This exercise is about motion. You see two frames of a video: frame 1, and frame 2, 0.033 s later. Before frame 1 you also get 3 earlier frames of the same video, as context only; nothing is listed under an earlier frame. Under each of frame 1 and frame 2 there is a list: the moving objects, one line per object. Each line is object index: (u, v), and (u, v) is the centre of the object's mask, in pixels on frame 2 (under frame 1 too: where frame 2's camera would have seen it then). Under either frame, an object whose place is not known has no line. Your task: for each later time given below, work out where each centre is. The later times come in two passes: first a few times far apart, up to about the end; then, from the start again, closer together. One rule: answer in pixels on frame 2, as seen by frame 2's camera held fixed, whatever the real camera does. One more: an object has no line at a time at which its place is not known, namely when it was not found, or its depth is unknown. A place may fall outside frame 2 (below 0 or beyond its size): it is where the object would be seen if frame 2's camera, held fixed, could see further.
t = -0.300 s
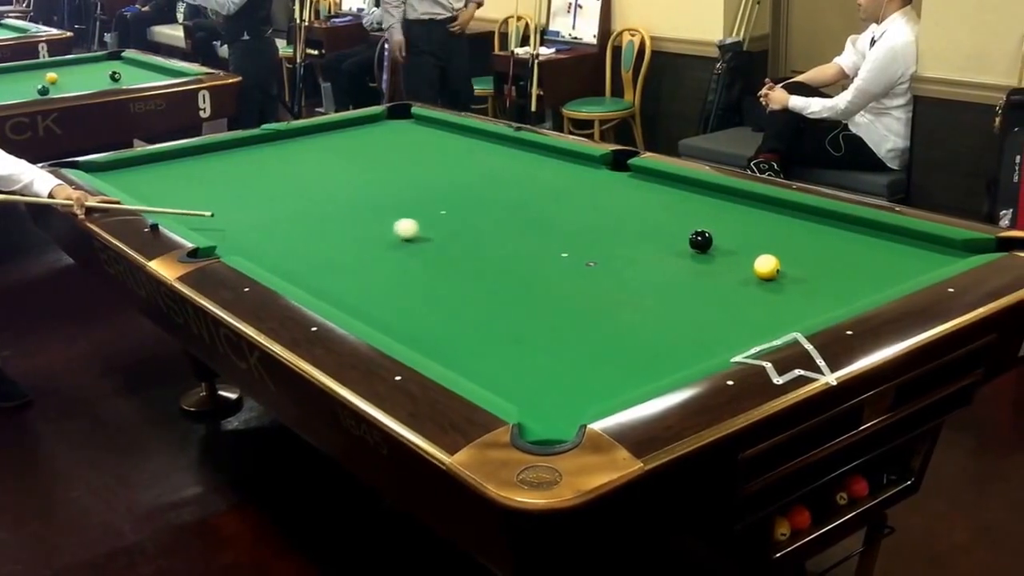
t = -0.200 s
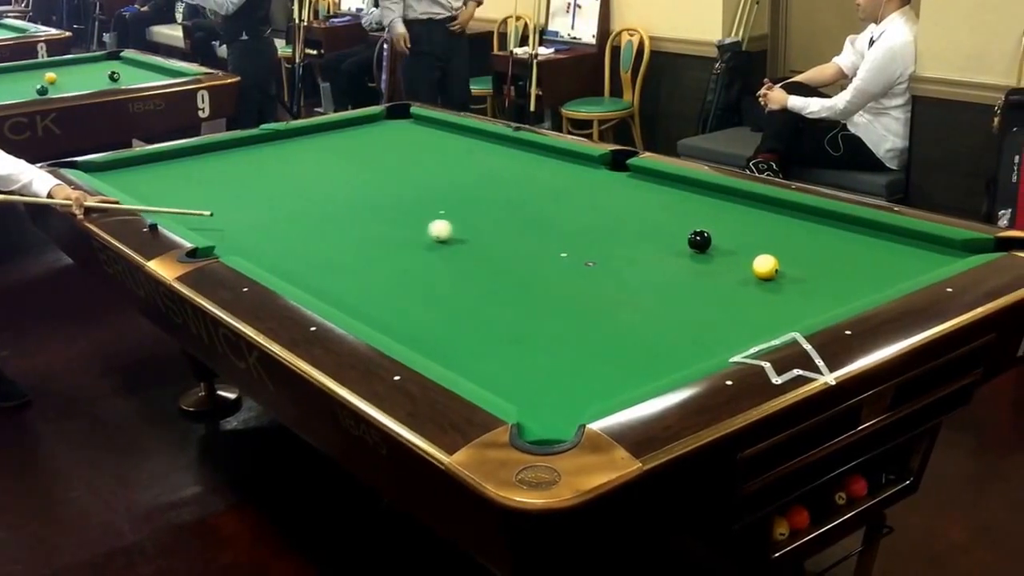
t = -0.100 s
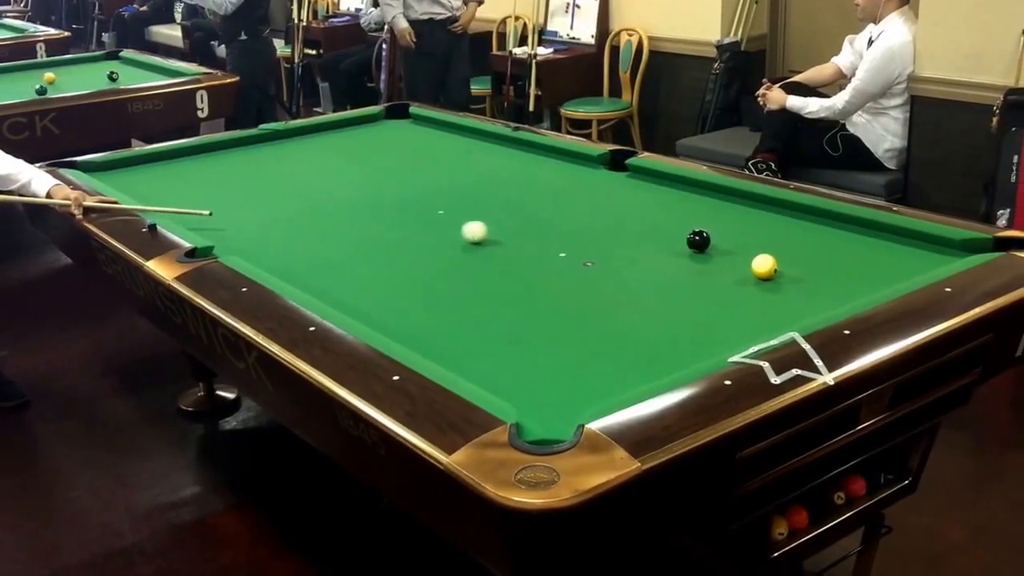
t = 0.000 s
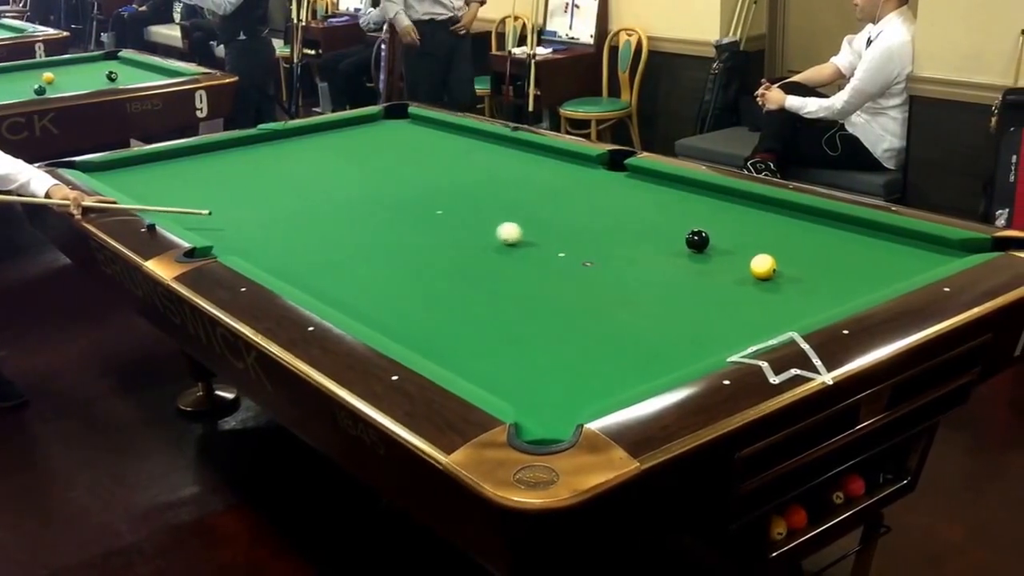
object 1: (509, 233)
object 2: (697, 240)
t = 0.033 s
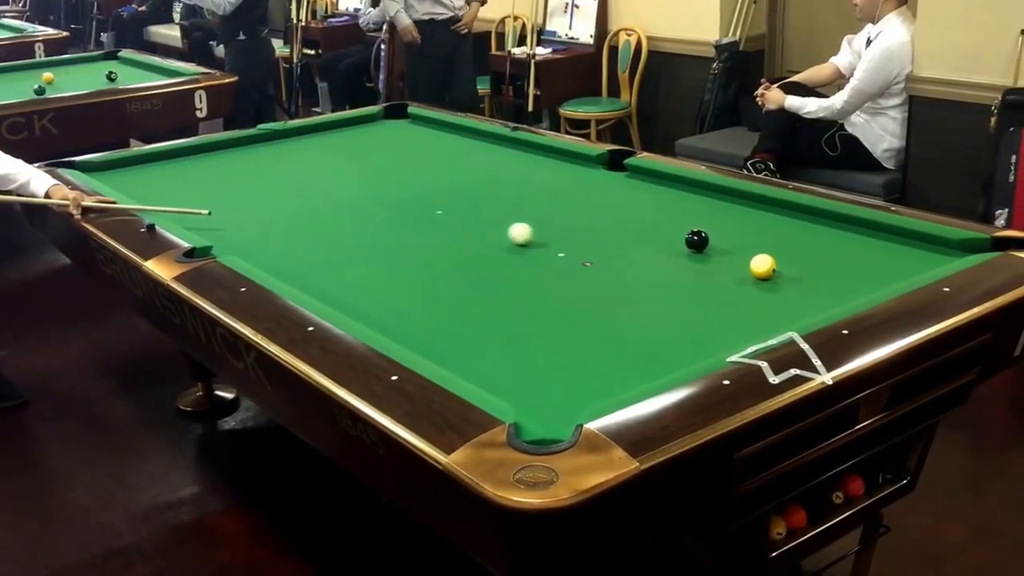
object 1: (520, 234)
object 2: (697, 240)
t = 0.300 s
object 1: (617, 237)
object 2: (697, 240)
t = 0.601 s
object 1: (679, 240)
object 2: (738, 241)
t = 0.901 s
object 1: (693, 242)
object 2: (802, 243)
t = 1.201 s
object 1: (705, 243)
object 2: (864, 245)
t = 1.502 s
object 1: (715, 244)
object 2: (925, 247)
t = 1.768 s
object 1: (719, 245)
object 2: (976, 245)
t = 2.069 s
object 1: (721, 246)
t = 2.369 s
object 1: (721, 246)
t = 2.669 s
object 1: (722, 246)
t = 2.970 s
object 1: (722, 246)
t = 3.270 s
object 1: (722, 246)
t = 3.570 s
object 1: (722, 246)
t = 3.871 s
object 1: (721, 246)
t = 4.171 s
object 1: (721, 246)
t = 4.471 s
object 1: (721, 246)
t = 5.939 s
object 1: (721, 247)
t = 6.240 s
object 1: (721, 247)
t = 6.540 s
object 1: (721, 247)
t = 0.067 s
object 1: (533, 234)
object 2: (697, 240)
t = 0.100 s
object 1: (544, 235)
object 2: (697, 240)
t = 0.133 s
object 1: (557, 235)
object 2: (697, 240)
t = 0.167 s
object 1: (569, 235)
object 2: (697, 240)
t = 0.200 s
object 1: (581, 236)
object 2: (697, 240)
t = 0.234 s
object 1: (593, 237)
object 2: (697, 240)
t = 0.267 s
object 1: (605, 237)
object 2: (697, 240)
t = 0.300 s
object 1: (617, 237)
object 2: (697, 240)
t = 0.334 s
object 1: (630, 238)
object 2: (697, 240)
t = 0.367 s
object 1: (642, 238)
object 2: (697, 240)
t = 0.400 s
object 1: (654, 239)
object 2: (697, 240)
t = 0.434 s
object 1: (667, 239)
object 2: (697, 240)
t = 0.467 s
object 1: (673, 239)
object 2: (703, 240)
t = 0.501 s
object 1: (674, 240)
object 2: (714, 241)
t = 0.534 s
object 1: (675, 240)
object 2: (723, 241)
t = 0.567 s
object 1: (677, 240)
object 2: (730, 241)
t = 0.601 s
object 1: (679, 240)
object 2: (738, 241)
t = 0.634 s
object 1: (681, 241)
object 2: (745, 242)
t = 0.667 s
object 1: (682, 241)
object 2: (752, 242)
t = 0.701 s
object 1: (684, 241)
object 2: (759, 242)
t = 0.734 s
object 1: (686, 241)
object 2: (766, 242)
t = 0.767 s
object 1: (687, 241)
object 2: (774, 242)
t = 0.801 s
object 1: (689, 241)
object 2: (781, 243)
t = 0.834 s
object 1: (691, 241)
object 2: (788, 243)
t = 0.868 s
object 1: (692, 242)
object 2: (795, 243)
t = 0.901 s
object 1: (693, 242)
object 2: (802, 243)
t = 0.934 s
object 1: (695, 242)
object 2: (809, 243)
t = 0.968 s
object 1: (697, 242)
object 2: (816, 244)
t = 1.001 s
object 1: (698, 242)
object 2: (823, 244)
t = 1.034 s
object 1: (699, 242)
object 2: (830, 244)
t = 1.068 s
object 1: (701, 243)
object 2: (837, 244)
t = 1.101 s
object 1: (702, 243)
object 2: (843, 244)
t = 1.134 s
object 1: (703, 243)
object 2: (851, 245)
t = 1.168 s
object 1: (704, 243)
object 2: (857, 245)
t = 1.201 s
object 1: (705, 243)
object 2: (864, 245)
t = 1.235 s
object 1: (707, 243)
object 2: (871, 245)
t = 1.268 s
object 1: (708, 243)
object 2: (878, 245)
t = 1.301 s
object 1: (709, 243)
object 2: (885, 246)
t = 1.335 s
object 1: (710, 243)
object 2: (891, 246)
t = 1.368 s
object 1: (711, 244)
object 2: (898, 246)
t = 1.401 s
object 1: (712, 244)
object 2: (905, 246)
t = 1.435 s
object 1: (713, 244)
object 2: (911, 246)
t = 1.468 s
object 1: (714, 244)
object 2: (918, 247)
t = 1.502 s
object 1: (715, 244)
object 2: (925, 247)
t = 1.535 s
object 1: (715, 244)
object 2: (932, 247)
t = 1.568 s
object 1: (716, 244)
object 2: (938, 247)
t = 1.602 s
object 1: (717, 244)
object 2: (945, 248)
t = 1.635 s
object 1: (717, 245)
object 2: (950, 247)
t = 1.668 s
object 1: (718, 245)
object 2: (957, 247)
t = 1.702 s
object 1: (719, 245)
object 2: (963, 246)
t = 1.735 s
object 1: (719, 245)
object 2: (970, 246)
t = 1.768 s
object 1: (719, 245)
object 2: (976, 245)
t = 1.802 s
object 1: (720, 245)
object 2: (983, 245)
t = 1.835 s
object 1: (720, 245)
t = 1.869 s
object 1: (720, 245)
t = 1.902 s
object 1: (721, 245)
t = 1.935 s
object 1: (721, 245)
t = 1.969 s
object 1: (721, 246)
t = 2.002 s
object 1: (721, 246)
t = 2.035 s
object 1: (721, 246)
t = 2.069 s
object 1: (721, 246)
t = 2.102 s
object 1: (721, 246)
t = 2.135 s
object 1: (721, 246)
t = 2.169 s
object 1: (721, 245)
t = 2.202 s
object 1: (722, 246)
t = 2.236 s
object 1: (722, 245)
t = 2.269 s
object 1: (722, 246)
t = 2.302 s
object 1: (721, 246)
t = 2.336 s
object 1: (722, 246)
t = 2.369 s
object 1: (721, 246)
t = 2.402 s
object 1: (722, 246)
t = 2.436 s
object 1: (722, 246)
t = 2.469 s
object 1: (722, 246)
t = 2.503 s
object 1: (722, 246)
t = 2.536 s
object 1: (722, 246)
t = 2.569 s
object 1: (722, 246)
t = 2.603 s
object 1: (722, 246)
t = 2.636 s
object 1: (722, 246)
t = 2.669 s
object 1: (722, 246)
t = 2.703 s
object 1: (722, 246)
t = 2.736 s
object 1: (722, 246)
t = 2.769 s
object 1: (722, 246)
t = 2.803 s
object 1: (722, 246)
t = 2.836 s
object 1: (722, 246)
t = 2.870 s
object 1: (722, 246)
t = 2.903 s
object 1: (722, 246)
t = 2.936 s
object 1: (722, 246)
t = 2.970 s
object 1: (722, 246)
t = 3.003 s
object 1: (722, 246)
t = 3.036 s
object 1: (722, 246)
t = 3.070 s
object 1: (722, 246)
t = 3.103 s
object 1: (722, 246)
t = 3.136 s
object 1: (722, 246)
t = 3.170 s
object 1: (722, 246)
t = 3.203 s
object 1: (722, 246)
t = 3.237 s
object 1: (722, 246)
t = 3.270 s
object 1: (722, 246)
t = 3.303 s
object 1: (721, 246)
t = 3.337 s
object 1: (721, 246)
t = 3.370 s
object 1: (722, 246)
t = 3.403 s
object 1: (722, 246)
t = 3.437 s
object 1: (722, 246)
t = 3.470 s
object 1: (722, 246)
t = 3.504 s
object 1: (721, 246)
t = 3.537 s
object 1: (721, 246)
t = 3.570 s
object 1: (722, 246)
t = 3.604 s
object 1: (722, 246)
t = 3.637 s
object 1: (722, 246)
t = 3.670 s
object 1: (722, 246)
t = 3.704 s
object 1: (721, 246)
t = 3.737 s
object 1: (722, 246)
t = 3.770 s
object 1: (722, 246)
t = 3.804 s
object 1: (722, 246)
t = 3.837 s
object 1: (722, 246)
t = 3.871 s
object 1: (721, 246)
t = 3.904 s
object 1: (721, 246)
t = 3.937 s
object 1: (722, 246)
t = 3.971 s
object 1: (721, 246)
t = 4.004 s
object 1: (722, 246)
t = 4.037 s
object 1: (721, 246)
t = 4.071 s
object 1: (722, 246)
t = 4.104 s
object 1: (721, 246)
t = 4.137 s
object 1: (721, 246)
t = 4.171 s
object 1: (721, 246)
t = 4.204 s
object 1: (721, 246)
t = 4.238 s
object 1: (721, 246)
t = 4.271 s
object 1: (721, 246)
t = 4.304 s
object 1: (721, 246)
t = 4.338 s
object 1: (721, 246)
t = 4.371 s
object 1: (721, 246)
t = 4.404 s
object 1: (721, 246)
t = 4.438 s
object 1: (721, 246)
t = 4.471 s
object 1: (721, 246)
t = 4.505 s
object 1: (721, 246)
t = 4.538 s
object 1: (721, 246)
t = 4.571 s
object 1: (722, 246)
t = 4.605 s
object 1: (721, 246)
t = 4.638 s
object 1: (721, 246)
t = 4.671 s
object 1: (721, 246)
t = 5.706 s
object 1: (722, 246)
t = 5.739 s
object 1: (722, 246)
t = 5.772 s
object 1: (722, 246)
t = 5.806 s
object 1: (721, 247)
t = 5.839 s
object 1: (721, 247)
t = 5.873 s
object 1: (721, 247)
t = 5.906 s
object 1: (721, 246)
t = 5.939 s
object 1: (721, 247)
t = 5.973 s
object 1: (721, 247)
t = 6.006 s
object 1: (722, 246)
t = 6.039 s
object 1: (722, 247)
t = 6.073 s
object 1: (721, 247)
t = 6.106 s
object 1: (722, 247)
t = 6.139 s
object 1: (722, 247)
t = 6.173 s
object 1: (722, 247)
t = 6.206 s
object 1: (722, 247)
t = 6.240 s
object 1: (721, 247)
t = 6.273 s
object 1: (722, 247)
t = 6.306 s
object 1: (722, 247)
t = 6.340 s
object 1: (722, 247)
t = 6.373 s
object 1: (721, 247)
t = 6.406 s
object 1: (722, 247)
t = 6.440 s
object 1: (721, 247)
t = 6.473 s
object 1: (721, 247)
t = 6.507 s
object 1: (721, 247)
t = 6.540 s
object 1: (721, 247)
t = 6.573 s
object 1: (721, 247)
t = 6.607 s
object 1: (721, 247)
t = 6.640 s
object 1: (721, 247)
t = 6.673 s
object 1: (721, 247)
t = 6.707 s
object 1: (721, 247)
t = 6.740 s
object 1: (721, 247)
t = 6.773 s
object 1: (721, 247)
